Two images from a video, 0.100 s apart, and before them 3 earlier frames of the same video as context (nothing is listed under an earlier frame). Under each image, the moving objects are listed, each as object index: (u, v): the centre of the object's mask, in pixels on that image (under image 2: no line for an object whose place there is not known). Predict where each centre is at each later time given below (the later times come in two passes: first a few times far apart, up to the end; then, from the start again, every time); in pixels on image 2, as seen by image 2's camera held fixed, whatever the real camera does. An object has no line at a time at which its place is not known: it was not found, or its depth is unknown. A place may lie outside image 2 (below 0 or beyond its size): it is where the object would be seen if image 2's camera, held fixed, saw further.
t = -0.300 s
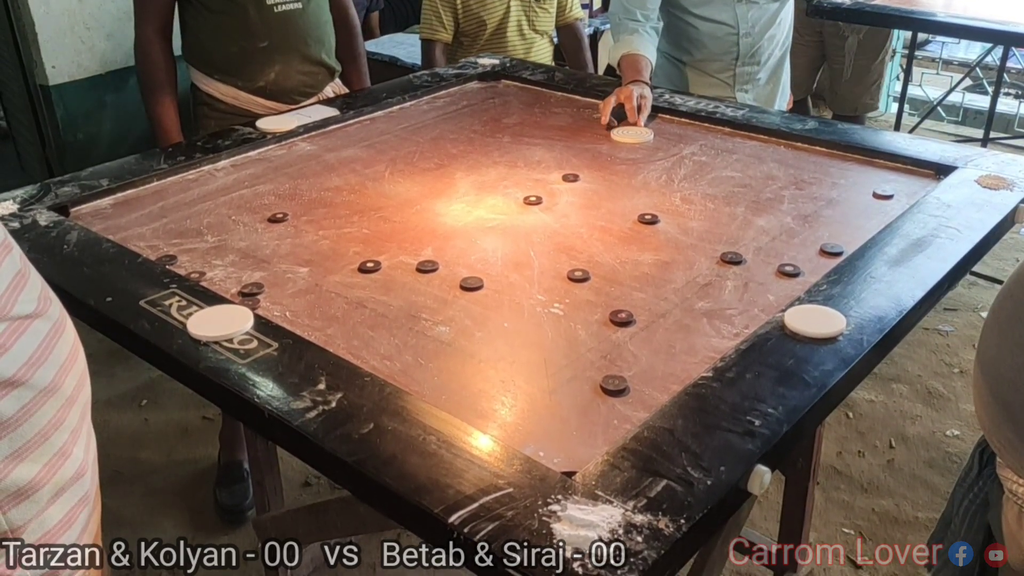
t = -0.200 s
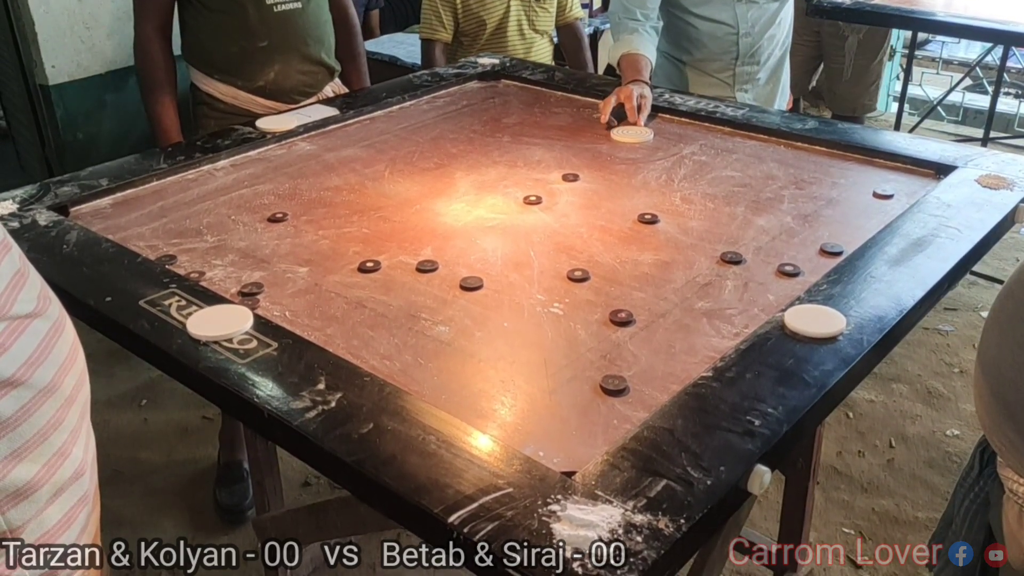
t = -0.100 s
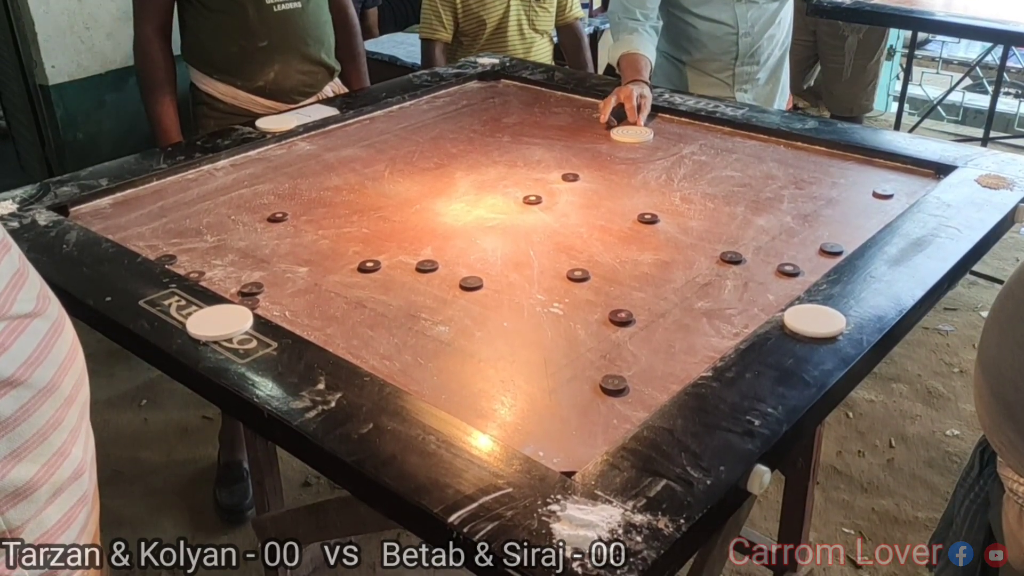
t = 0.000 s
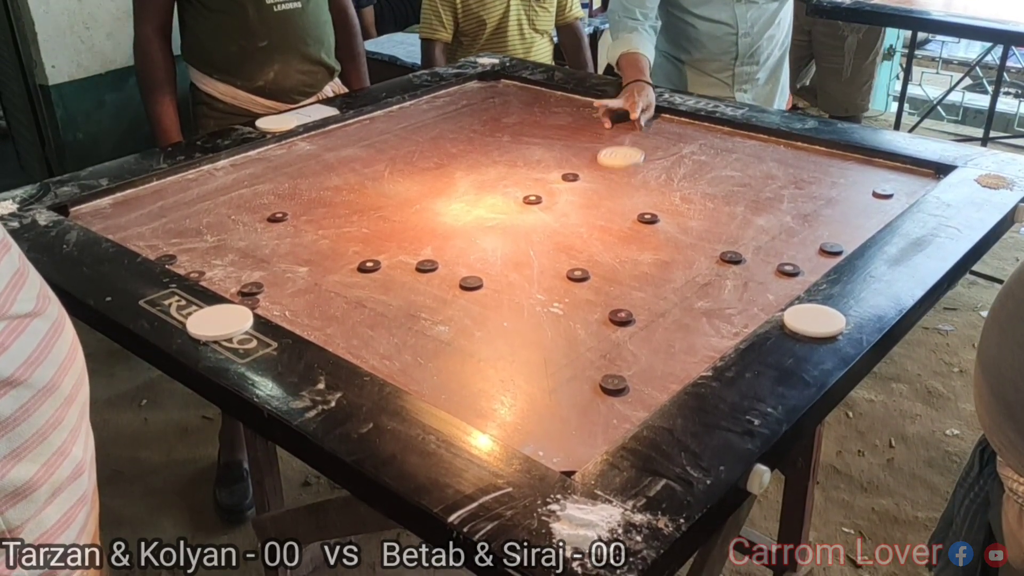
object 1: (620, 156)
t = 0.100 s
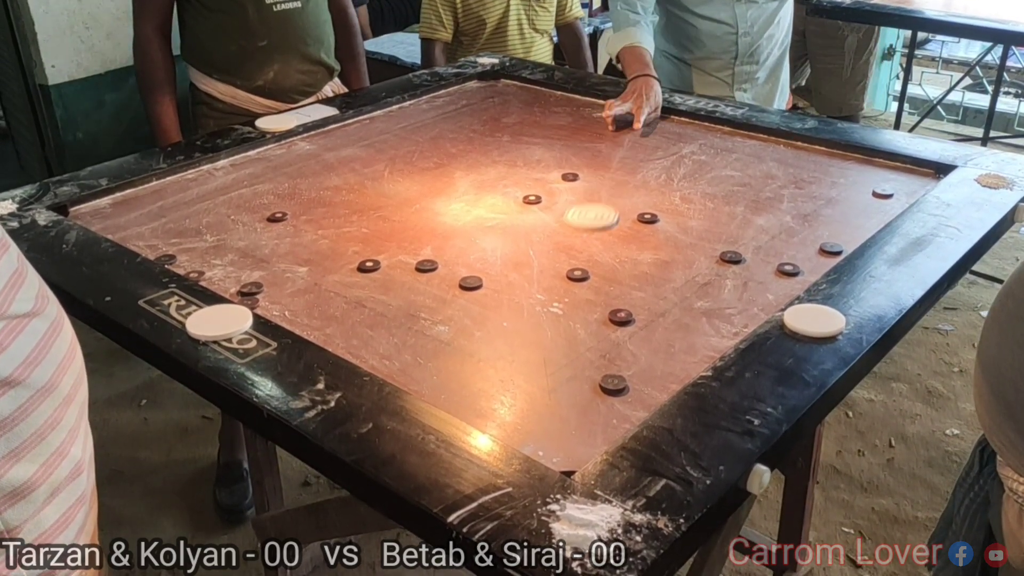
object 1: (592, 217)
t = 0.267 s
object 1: (518, 348)
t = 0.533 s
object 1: (573, 306)
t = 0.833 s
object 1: (673, 230)
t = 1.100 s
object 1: (723, 202)
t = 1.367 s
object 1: (740, 193)
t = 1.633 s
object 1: (740, 194)
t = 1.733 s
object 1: (740, 194)
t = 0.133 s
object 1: (580, 242)
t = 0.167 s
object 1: (566, 268)
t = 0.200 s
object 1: (551, 292)
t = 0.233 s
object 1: (535, 319)
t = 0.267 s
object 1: (518, 348)
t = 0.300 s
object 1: (493, 380)
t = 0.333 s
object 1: (462, 396)
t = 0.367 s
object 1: (481, 380)
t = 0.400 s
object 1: (502, 363)
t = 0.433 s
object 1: (522, 347)
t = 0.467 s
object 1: (540, 332)
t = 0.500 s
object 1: (557, 319)
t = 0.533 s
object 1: (573, 306)
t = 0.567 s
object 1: (587, 294)
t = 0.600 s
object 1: (600, 284)
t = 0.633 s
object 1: (613, 274)
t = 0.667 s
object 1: (625, 265)
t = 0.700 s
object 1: (636, 257)
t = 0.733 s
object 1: (646, 249)
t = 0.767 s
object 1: (656, 242)
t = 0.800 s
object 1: (665, 236)
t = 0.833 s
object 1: (673, 230)
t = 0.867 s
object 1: (682, 225)
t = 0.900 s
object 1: (689, 220)
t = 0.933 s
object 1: (697, 217)
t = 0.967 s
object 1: (703, 213)
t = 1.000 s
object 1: (709, 209)
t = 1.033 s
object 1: (714, 207)
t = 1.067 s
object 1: (719, 204)
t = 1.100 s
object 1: (723, 202)
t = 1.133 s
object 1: (727, 200)
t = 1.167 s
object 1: (730, 198)
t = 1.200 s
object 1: (733, 197)
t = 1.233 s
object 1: (735, 196)
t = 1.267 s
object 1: (737, 195)
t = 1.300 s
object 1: (738, 194)
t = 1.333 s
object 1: (739, 194)
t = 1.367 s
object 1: (740, 193)
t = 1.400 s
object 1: (740, 193)
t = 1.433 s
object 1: (740, 194)
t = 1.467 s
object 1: (740, 194)
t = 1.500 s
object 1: (740, 194)
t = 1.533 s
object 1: (740, 194)
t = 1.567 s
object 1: (740, 194)
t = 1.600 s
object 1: (740, 194)
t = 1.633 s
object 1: (740, 194)
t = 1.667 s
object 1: (740, 194)
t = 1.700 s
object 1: (740, 194)
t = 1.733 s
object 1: (740, 194)
